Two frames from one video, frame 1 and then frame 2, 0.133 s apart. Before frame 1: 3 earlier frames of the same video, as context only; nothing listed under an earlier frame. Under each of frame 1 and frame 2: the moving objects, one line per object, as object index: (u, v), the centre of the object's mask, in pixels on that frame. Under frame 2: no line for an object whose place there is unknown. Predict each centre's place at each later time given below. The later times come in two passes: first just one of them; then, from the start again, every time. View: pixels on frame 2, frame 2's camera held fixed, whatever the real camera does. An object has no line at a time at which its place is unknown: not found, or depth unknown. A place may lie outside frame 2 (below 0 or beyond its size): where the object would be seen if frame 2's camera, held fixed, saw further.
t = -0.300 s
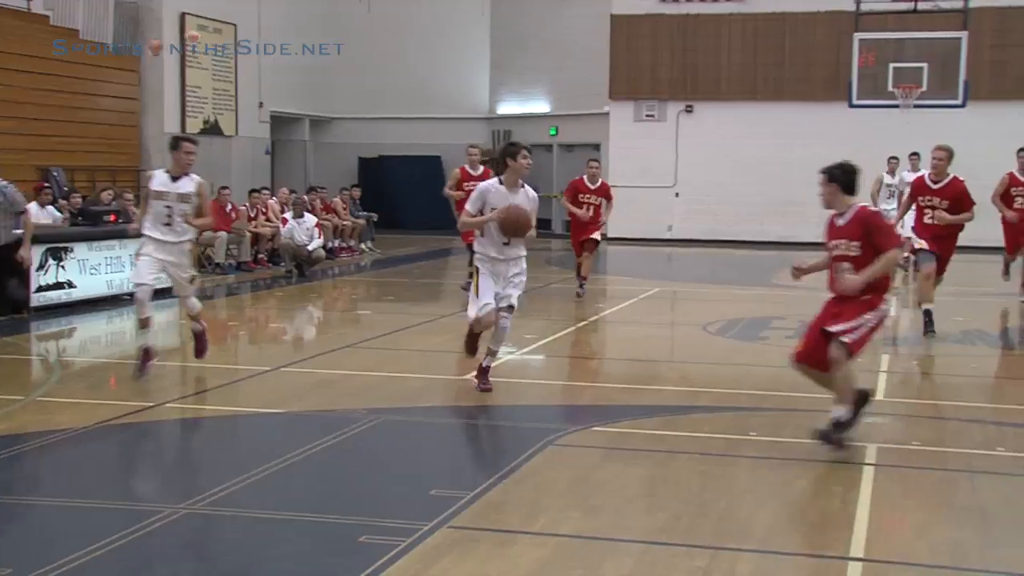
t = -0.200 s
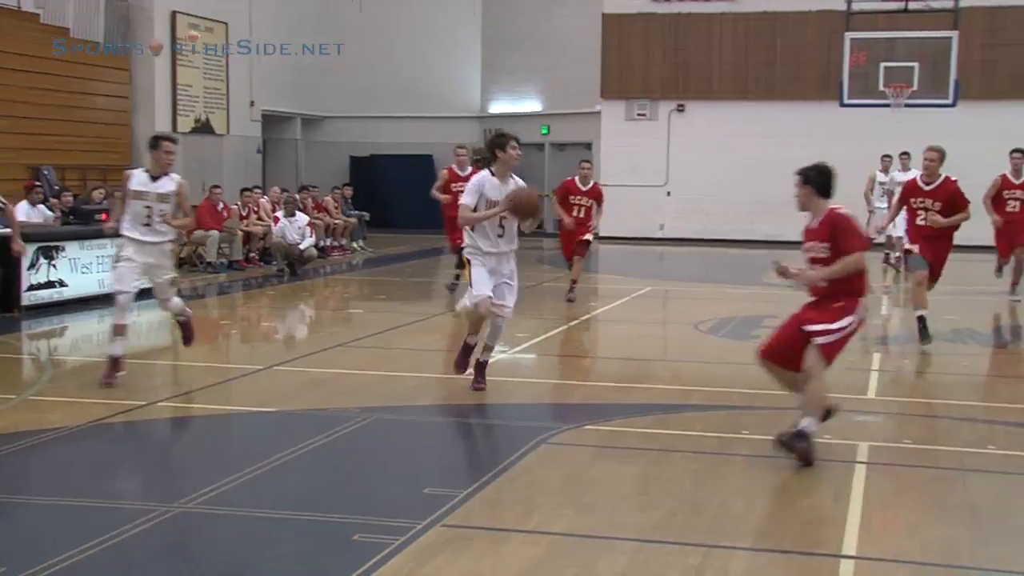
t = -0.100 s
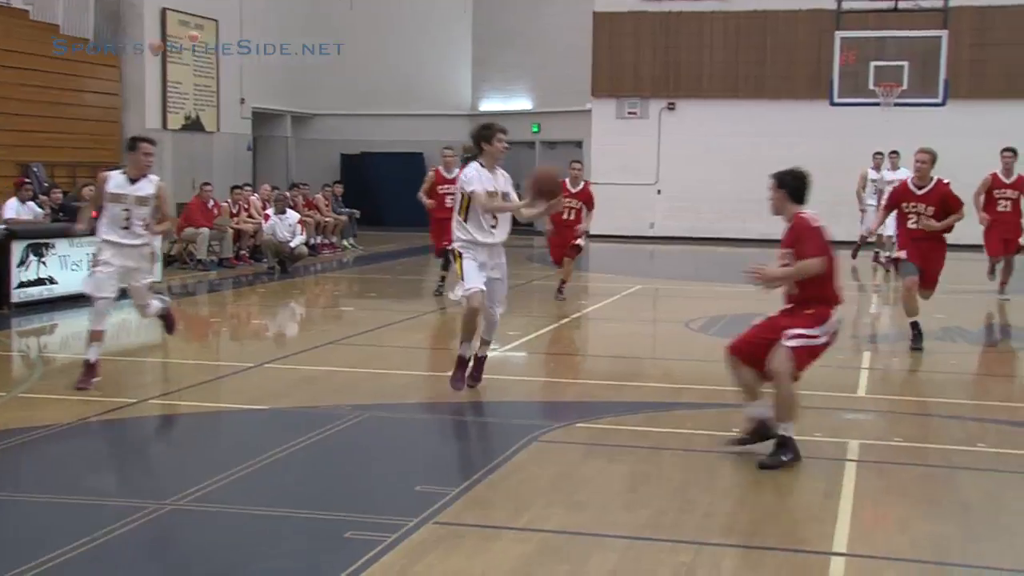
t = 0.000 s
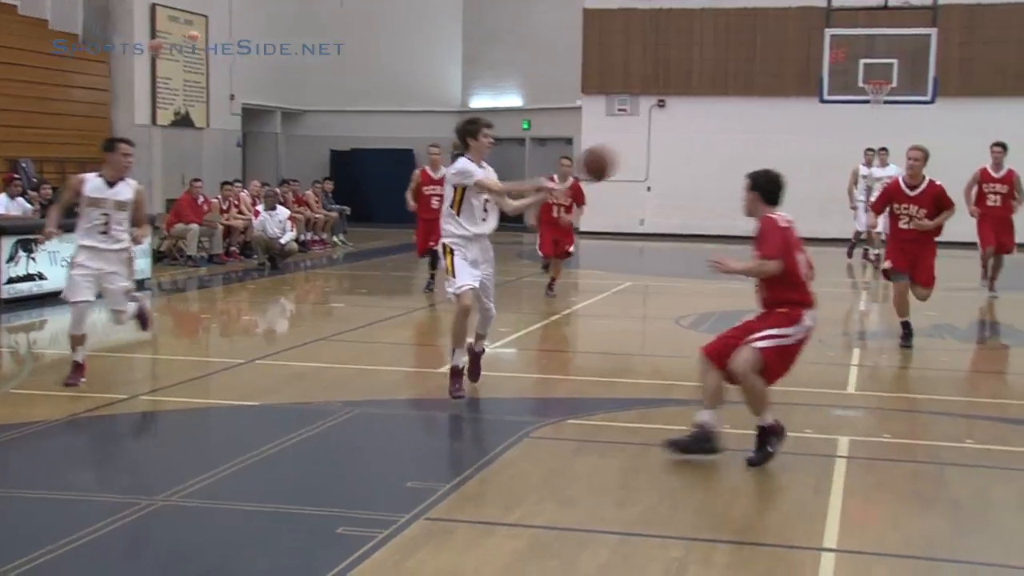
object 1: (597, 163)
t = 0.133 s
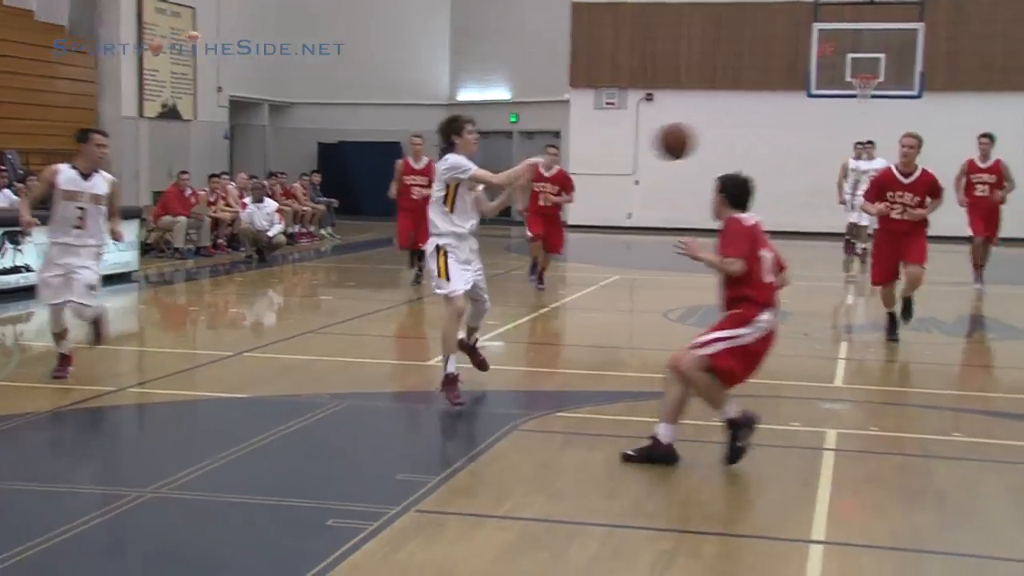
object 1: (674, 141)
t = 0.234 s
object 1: (745, 132)
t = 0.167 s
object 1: (698, 138)
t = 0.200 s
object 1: (721, 135)
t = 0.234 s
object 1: (745, 132)
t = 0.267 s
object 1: (770, 130)
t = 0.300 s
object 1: (795, 128)
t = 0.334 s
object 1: (820, 126)
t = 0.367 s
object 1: (845, 125)
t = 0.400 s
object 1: (870, 124)
